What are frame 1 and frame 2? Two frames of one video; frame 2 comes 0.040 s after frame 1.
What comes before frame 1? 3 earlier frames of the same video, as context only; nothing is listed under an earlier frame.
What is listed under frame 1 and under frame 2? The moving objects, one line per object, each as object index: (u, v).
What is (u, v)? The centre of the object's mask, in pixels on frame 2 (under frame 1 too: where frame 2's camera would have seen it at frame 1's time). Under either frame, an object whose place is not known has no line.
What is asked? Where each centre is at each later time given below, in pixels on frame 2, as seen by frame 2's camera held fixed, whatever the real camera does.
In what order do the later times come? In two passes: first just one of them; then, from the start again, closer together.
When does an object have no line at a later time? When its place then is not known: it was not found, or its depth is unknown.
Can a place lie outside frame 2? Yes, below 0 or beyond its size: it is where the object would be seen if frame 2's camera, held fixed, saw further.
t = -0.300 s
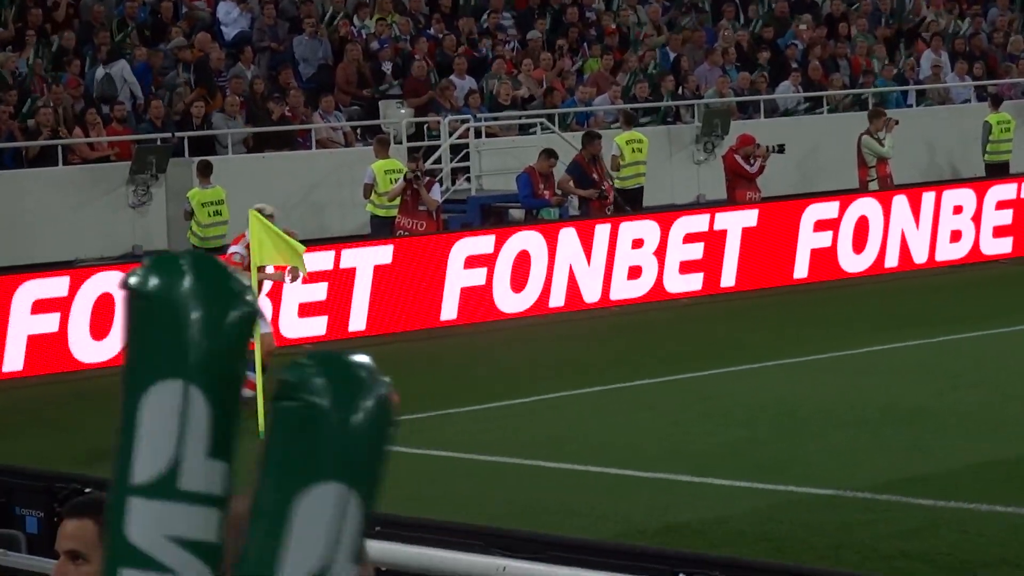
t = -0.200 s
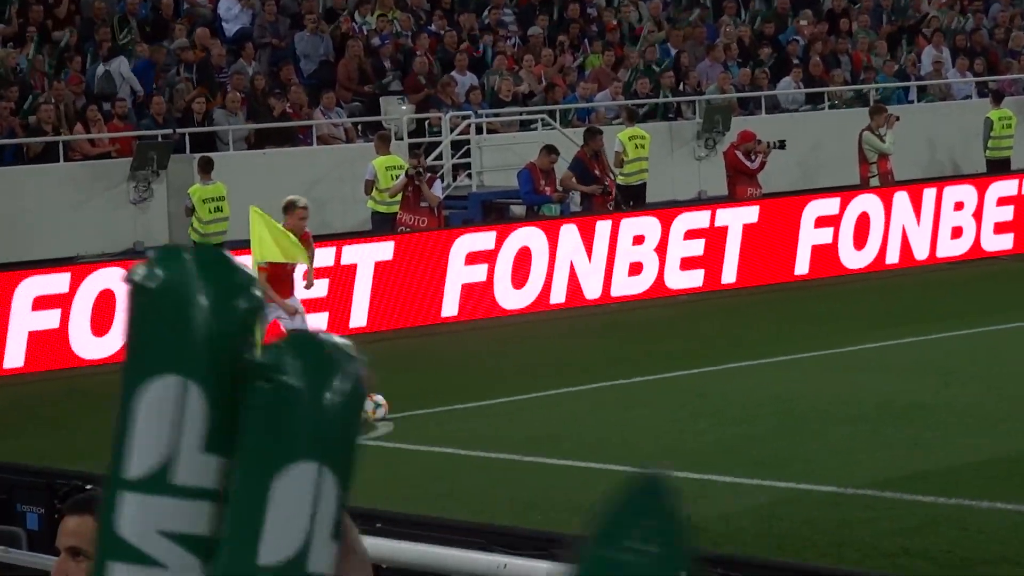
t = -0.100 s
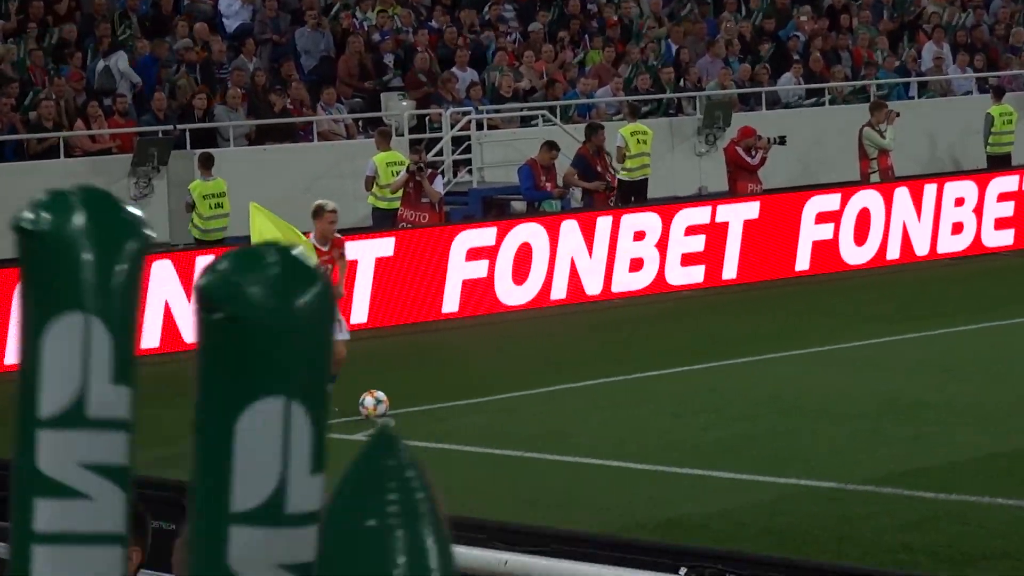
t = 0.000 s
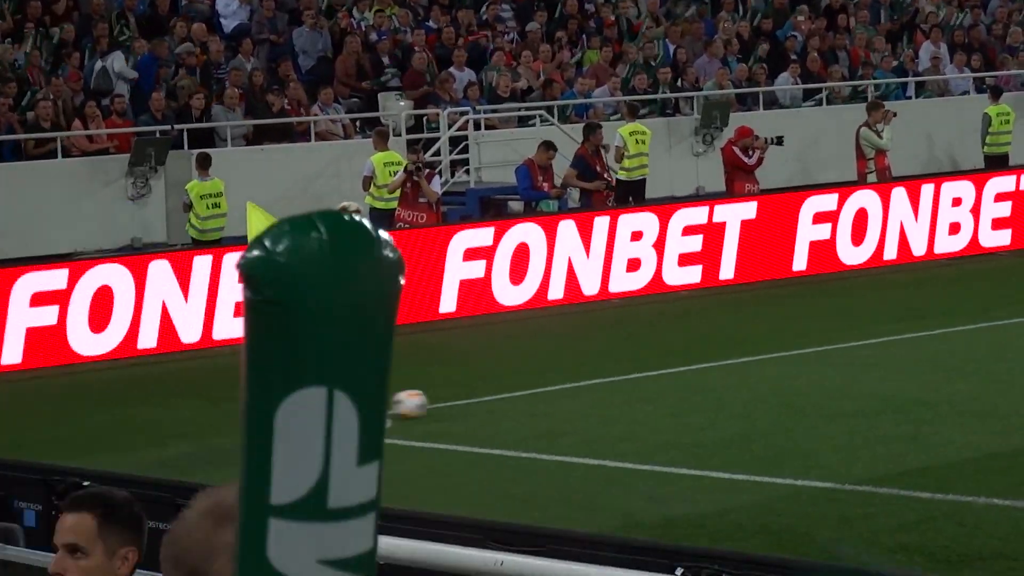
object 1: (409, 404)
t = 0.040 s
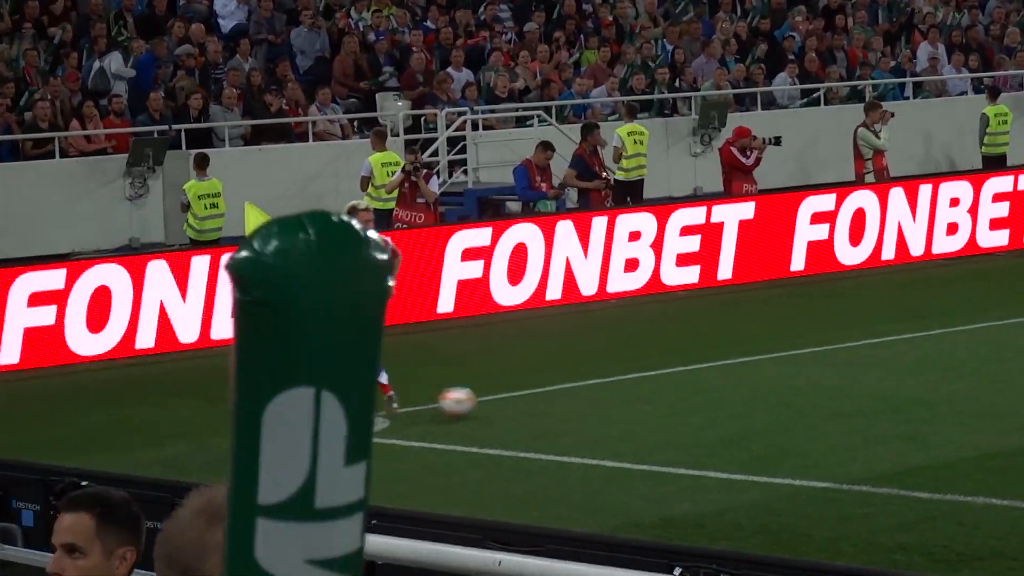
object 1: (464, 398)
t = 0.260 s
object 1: (749, 406)
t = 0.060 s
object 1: (490, 401)
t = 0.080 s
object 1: (516, 399)
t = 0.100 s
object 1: (541, 401)
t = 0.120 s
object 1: (570, 401)
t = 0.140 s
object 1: (597, 401)
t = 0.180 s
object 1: (649, 407)
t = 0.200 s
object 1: (675, 411)
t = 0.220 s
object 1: (701, 409)
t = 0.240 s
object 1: (724, 407)
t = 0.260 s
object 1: (749, 406)
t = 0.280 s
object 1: (775, 407)
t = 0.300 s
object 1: (799, 408)
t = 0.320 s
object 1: (827, 407)
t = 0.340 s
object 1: (853, 409)
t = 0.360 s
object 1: (878, 412)
